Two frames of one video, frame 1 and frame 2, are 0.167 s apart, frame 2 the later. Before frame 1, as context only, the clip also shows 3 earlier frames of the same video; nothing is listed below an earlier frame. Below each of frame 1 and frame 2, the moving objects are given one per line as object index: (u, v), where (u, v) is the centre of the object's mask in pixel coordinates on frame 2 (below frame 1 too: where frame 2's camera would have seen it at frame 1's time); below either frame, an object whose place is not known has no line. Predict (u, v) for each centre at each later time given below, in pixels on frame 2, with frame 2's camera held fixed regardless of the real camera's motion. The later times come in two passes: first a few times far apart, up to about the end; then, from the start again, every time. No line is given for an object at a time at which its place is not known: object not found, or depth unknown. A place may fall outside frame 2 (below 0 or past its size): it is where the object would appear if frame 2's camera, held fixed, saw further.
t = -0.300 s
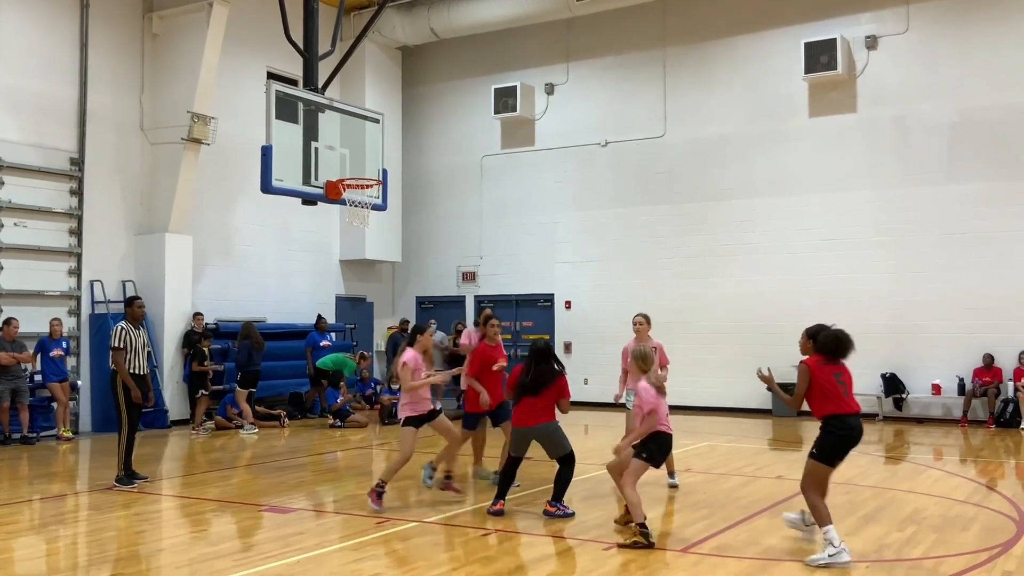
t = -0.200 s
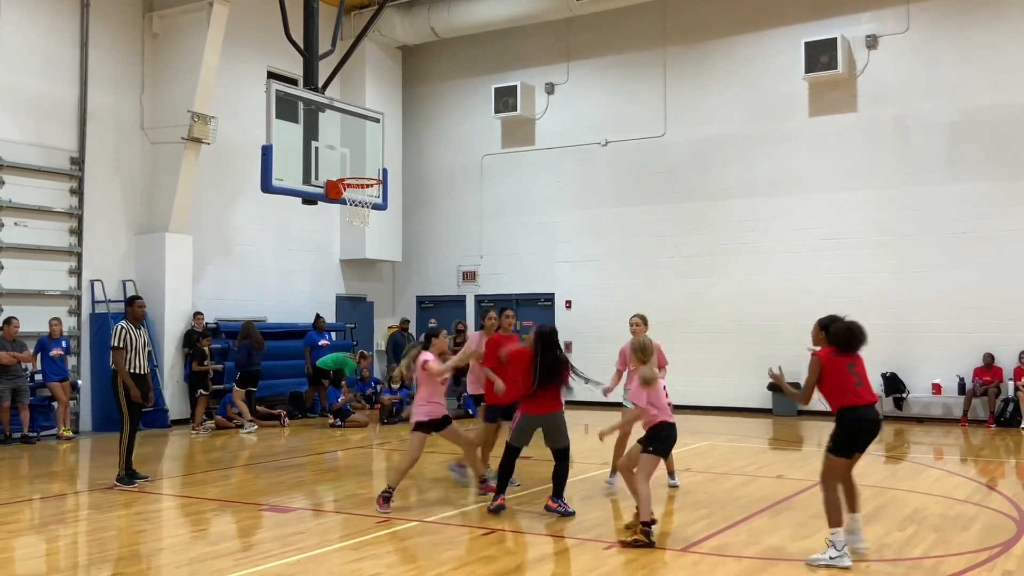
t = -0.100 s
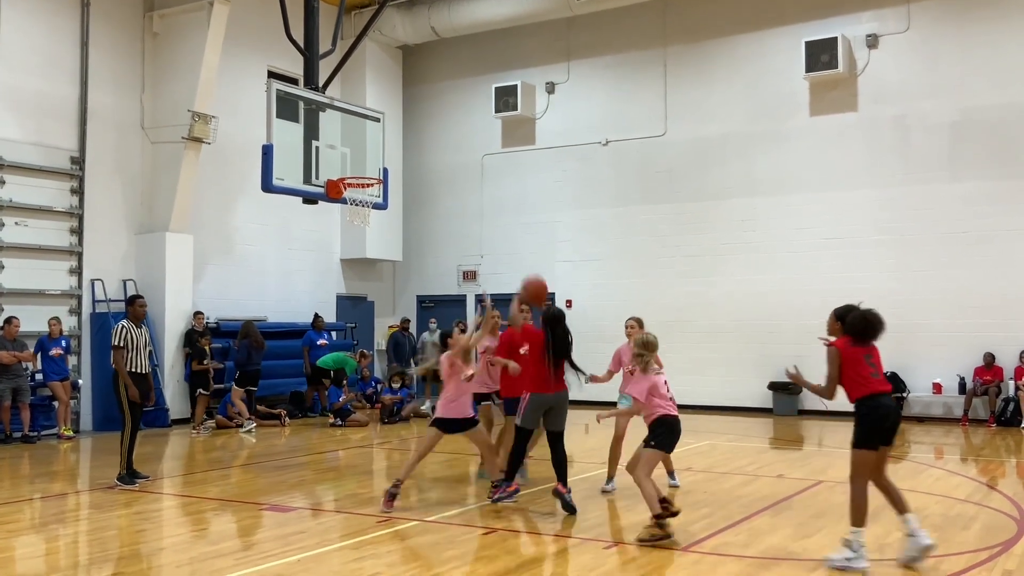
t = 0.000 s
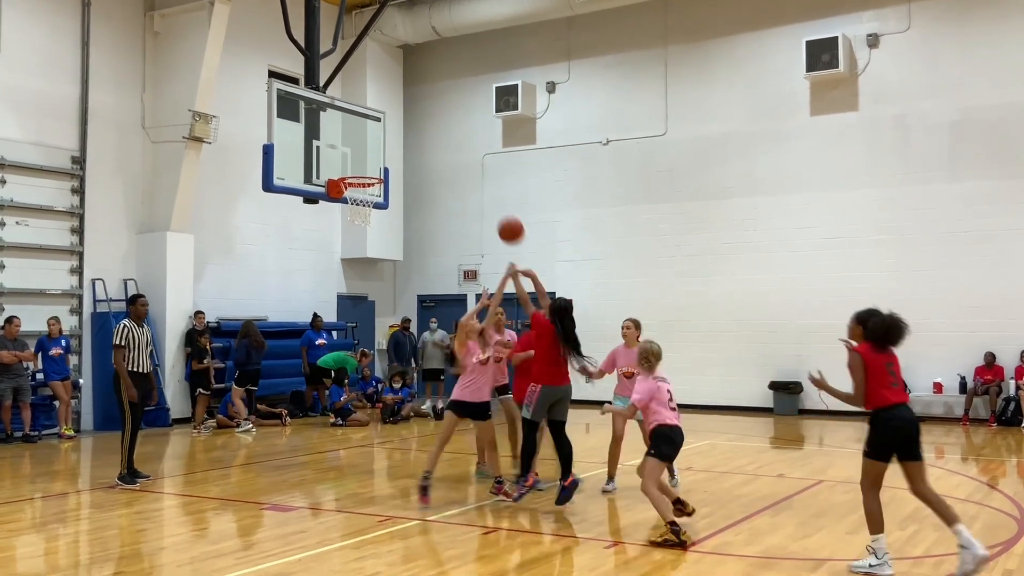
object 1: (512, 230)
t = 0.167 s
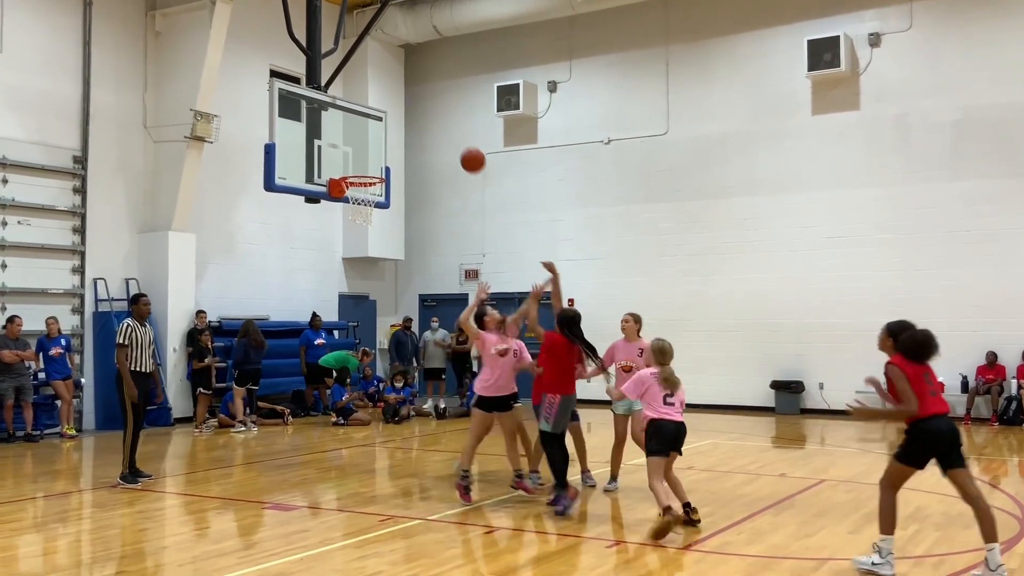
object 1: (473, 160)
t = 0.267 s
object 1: (451, 136)
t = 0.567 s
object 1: (392, 125)
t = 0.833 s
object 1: (357, 170)
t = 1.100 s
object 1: (409, 161)
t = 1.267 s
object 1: (435, 180)
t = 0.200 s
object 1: (465, 151)
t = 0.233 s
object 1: (458, 142)
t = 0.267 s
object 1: (451, 136)
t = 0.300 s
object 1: (444, 130)
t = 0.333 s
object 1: (437, 125)
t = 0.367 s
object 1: (430, 122)
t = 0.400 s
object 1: (424, 120)
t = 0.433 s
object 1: (417, 119)
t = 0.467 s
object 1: (410, 119)
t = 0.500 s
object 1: (404, 119)
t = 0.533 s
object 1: (398, 122)
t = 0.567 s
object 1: (392, 125)
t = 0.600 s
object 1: (386, 129)
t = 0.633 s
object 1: (380, 134)
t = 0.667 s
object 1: (374, 140)
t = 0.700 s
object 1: (368, 147)
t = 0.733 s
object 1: (362, 155)
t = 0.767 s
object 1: (356, 164)
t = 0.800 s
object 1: (351, 170)
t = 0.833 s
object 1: (357, 170)
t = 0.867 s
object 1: (367, 170)
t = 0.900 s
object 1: (377, 169)
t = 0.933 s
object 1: (383, 166)
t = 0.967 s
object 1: (389, 163)
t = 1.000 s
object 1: (394, 161)
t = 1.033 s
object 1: (399, 160)
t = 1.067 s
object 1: (404, 160)
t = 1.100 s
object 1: (409, 161)
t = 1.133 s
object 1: (414, 163)
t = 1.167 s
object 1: (419, 165)
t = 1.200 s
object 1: (425, 169)
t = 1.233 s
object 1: (430, 174)
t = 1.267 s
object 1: (435, 180)
